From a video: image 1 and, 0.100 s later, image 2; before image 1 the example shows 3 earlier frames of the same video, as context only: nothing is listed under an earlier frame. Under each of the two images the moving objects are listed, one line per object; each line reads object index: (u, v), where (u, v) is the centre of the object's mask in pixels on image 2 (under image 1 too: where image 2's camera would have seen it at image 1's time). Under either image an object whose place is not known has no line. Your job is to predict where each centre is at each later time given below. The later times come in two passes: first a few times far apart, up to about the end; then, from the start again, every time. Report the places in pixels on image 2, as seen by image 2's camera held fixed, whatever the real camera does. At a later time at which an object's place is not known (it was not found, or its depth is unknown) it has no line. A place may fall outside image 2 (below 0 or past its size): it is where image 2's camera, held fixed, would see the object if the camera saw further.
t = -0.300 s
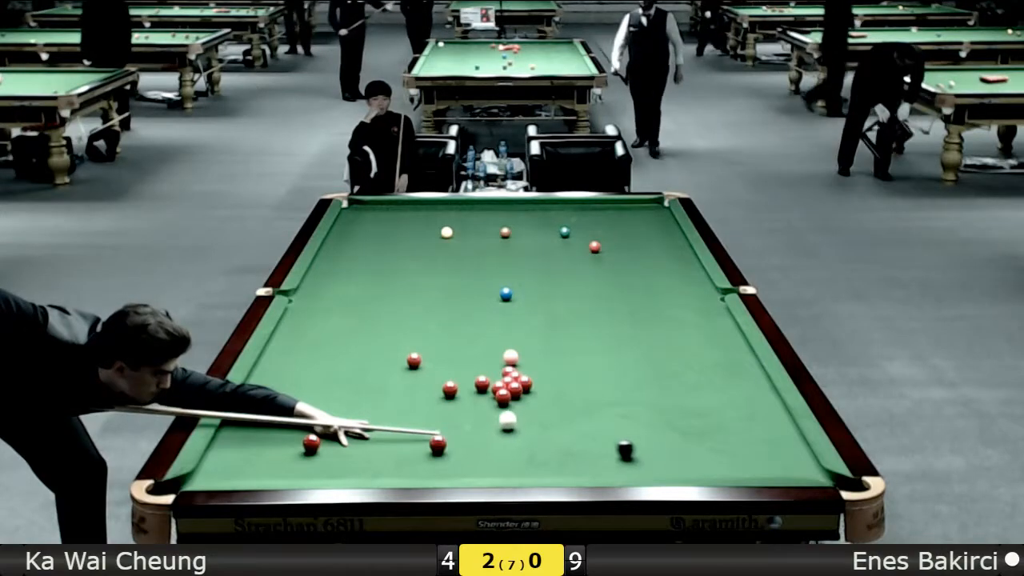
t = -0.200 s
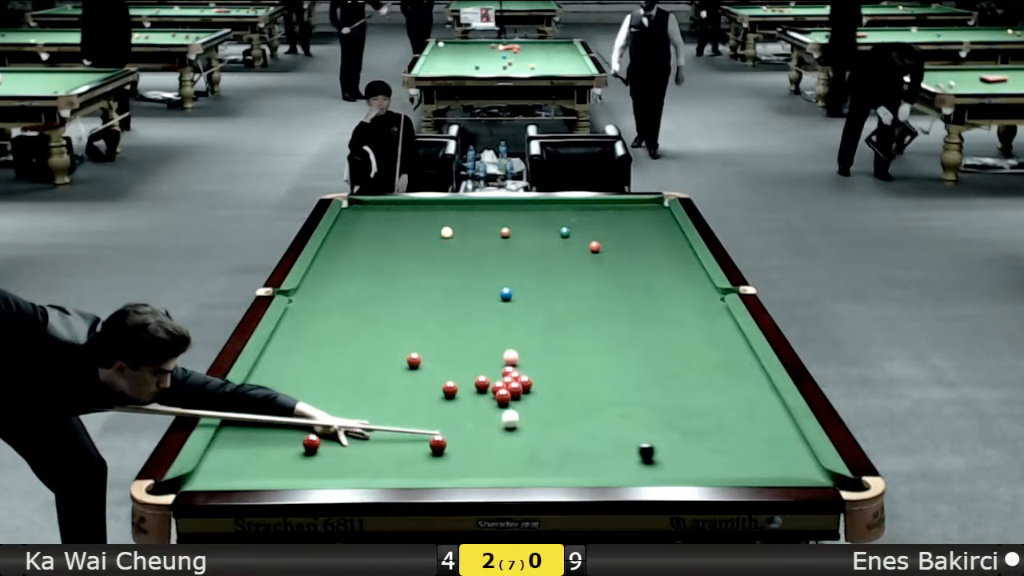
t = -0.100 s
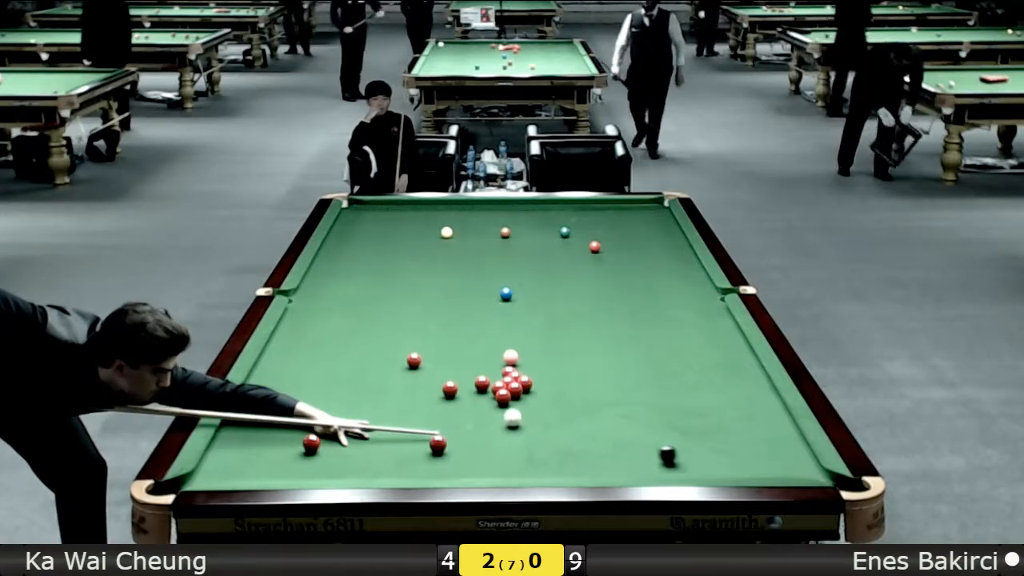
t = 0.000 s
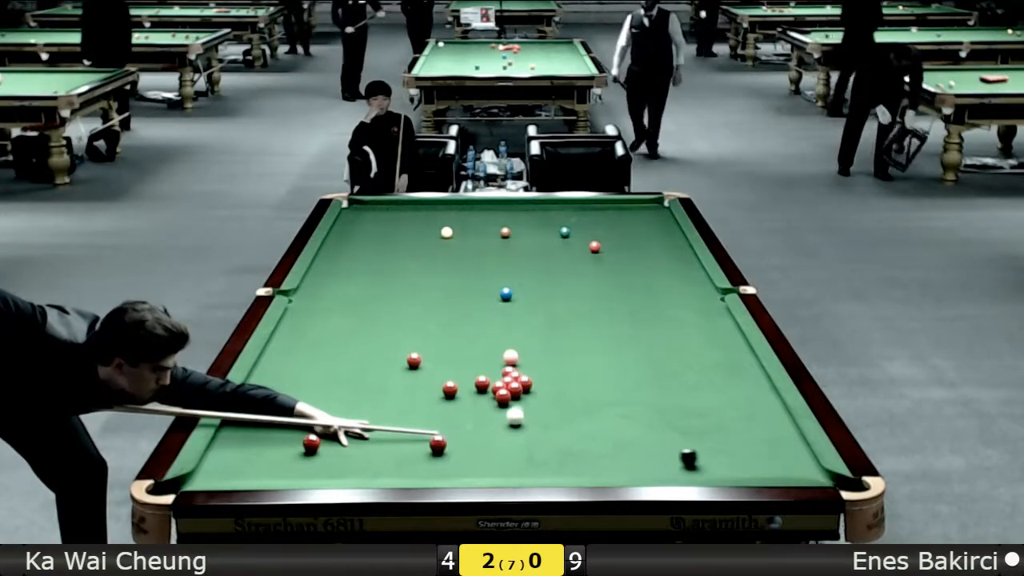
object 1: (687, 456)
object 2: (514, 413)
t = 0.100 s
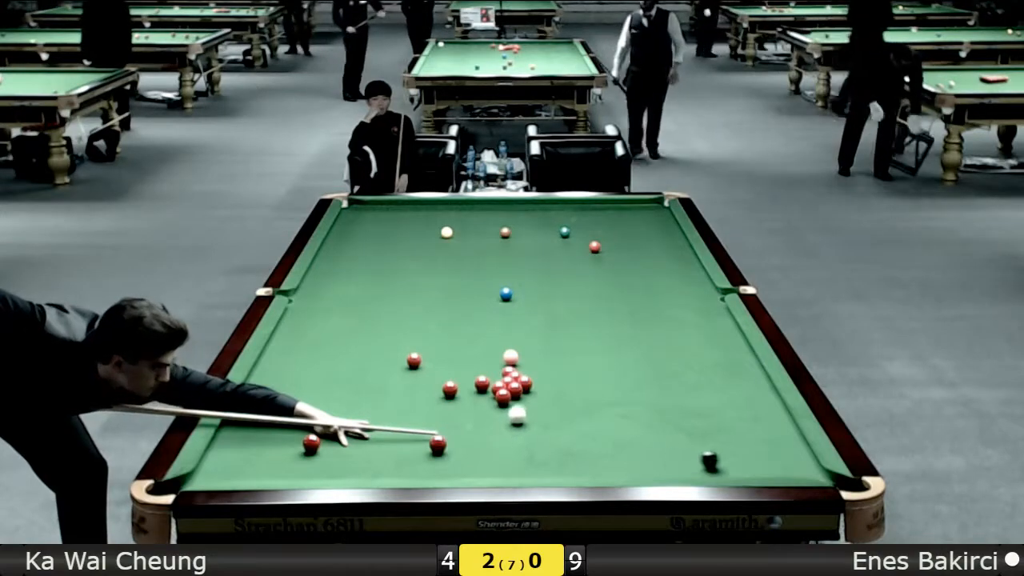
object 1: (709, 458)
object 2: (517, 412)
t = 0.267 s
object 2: (519, 410)
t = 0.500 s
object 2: (524, 410)
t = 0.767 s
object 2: (527, 408)
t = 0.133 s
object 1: (715, 459)
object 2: (517, 411)
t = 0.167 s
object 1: (722, 460)
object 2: (518, 411)
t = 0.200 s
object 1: (729, 461)
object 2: (518, 411)
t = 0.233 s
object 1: (736, 462)
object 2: (519, 410)
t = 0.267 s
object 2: (519, 410)
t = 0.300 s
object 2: (520, 410)
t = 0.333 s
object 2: (520, 409)
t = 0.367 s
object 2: (521, 409)
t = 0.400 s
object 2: (521, 409)
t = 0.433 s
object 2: (522, 409)
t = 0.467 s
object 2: (523, 408)
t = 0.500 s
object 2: (524, 410)
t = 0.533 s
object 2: (524, 410)
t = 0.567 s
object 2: (525, 410)
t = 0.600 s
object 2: (525, 410)
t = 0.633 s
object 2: (525, 409)
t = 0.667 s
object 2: (526, 409)
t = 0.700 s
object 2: (526, 409)
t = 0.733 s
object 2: (526, 409)
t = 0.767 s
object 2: (527, 408)
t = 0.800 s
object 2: (527, 408)
